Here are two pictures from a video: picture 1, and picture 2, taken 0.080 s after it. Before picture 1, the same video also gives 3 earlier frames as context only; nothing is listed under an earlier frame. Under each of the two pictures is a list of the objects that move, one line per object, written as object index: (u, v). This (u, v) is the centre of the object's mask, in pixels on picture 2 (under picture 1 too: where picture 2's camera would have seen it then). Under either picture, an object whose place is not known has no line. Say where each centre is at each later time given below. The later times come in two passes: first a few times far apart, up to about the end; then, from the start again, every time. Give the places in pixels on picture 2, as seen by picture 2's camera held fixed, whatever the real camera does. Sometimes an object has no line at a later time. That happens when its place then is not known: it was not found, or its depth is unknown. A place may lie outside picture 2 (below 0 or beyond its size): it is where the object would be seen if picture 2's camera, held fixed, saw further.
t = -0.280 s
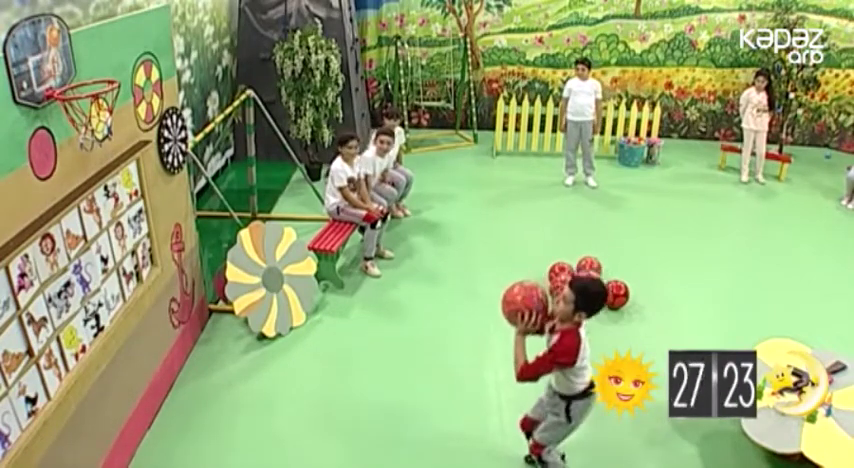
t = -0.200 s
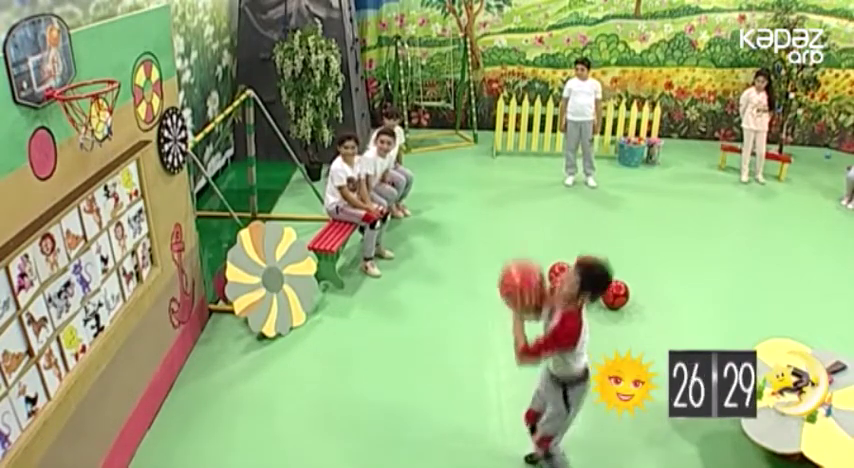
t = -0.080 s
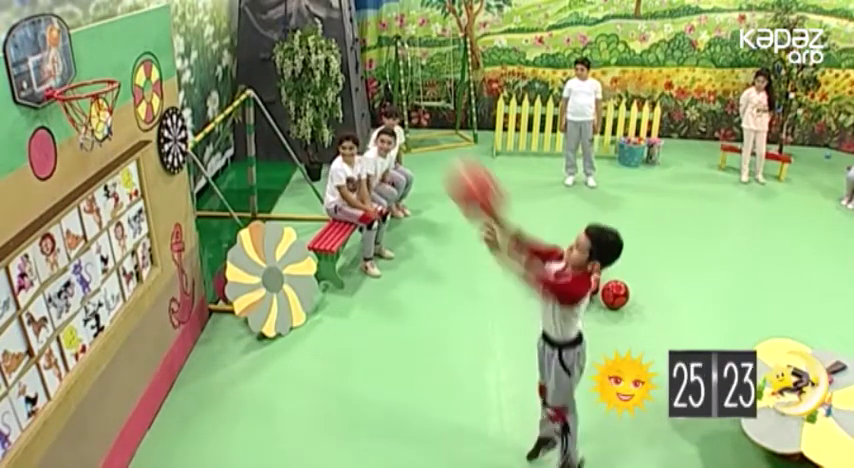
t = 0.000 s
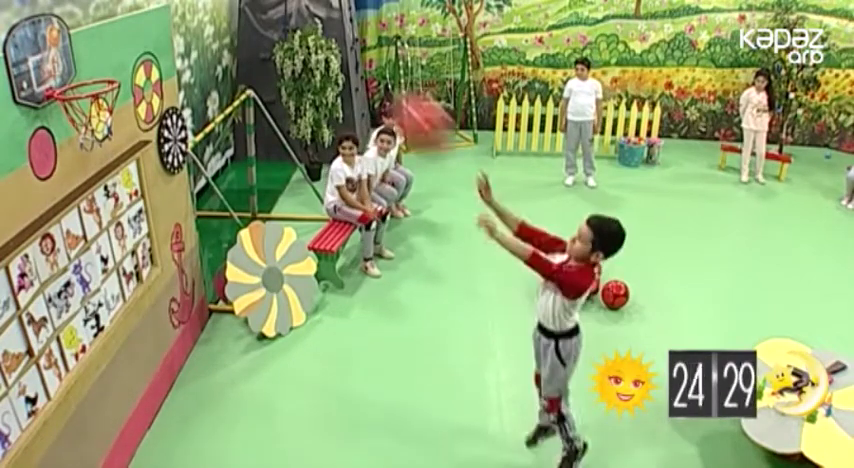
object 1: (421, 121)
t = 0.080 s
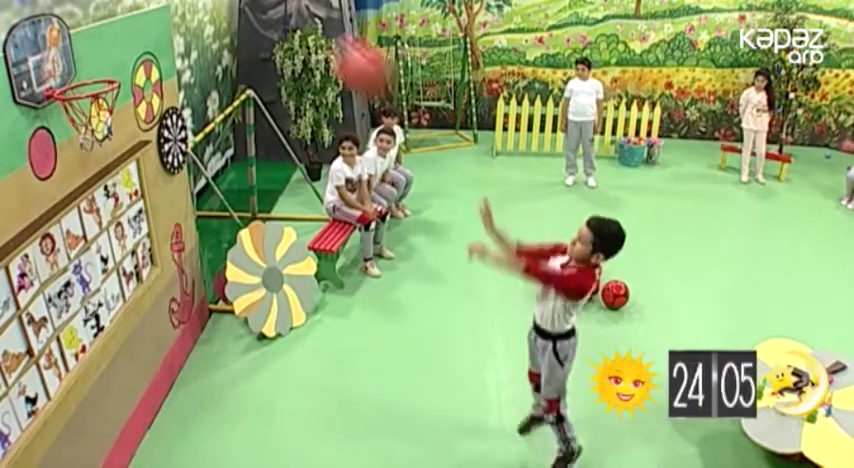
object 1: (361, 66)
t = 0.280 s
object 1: (227, 12)
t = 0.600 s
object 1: (67, 55)
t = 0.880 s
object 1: (75, 71)
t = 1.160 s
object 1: (98, 112)
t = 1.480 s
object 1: (139, 283)
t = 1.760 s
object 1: (174, 401)
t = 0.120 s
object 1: (332, 44)
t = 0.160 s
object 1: (302, 25)
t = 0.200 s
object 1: (275, 18)
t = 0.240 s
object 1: (253, 14)
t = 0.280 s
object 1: (227, 12)
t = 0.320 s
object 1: (201, 12)
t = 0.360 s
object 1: (174, 13)
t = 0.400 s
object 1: (151, 16)
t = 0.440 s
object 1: (129, 21)
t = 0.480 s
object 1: (108, 36)
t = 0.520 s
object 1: (91, 52)
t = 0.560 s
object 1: (72, 64)
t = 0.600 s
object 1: (67, 55)
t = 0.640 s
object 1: (69, 51)
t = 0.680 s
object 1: (69, 48)
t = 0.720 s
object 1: (70, 49)
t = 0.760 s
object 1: (70, 51)
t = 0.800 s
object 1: (73, 59)
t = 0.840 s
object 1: (75, 71)
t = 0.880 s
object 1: (75, 71)
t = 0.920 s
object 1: (75, 70)
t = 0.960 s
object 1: (75, 72)
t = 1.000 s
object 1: (76, 76)
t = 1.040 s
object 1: (80, 79)
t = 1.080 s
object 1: (86, 80)
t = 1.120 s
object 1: (94, 98)
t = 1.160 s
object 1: (98, 112)
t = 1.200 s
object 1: (101, 117)
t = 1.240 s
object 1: (105, 130)
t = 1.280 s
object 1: (110, 155)
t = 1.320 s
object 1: (113, 173)
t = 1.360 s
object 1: (117, 195)
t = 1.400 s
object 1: (125, 221)
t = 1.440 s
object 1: (131, 249)
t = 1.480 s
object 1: (139, 283)
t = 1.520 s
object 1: (144, 311)
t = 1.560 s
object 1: (150, 342)
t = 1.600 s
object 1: (157, 374)
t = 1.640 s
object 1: (168, 408)
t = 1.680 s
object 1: (177, 440)
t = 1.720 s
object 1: (176, 424)
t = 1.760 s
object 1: (174, 401)
